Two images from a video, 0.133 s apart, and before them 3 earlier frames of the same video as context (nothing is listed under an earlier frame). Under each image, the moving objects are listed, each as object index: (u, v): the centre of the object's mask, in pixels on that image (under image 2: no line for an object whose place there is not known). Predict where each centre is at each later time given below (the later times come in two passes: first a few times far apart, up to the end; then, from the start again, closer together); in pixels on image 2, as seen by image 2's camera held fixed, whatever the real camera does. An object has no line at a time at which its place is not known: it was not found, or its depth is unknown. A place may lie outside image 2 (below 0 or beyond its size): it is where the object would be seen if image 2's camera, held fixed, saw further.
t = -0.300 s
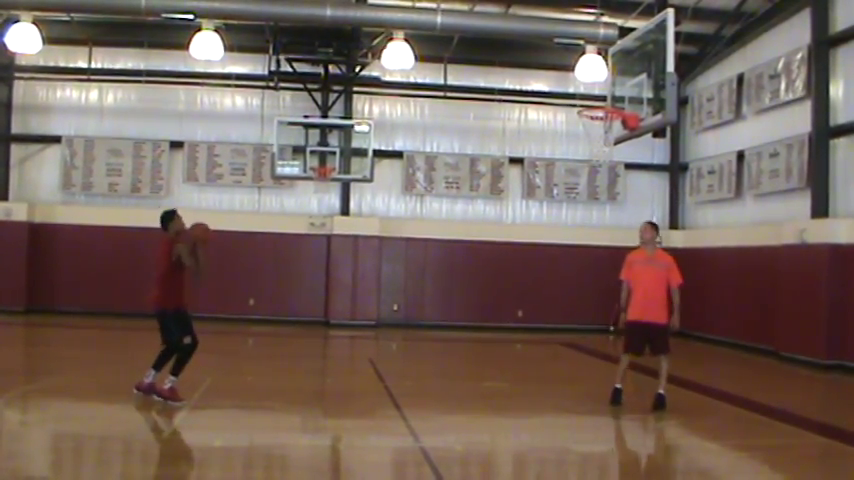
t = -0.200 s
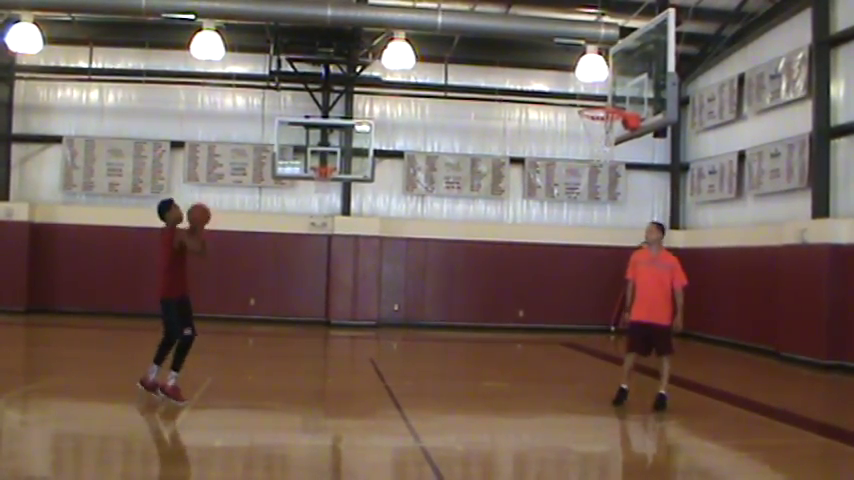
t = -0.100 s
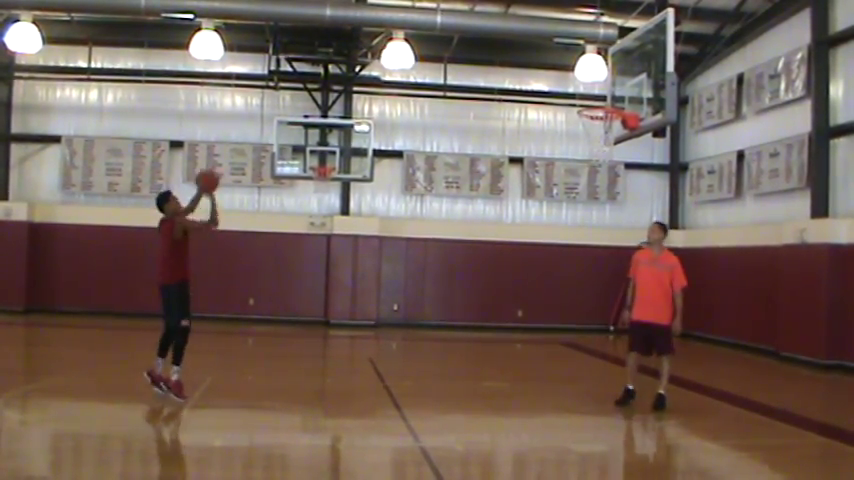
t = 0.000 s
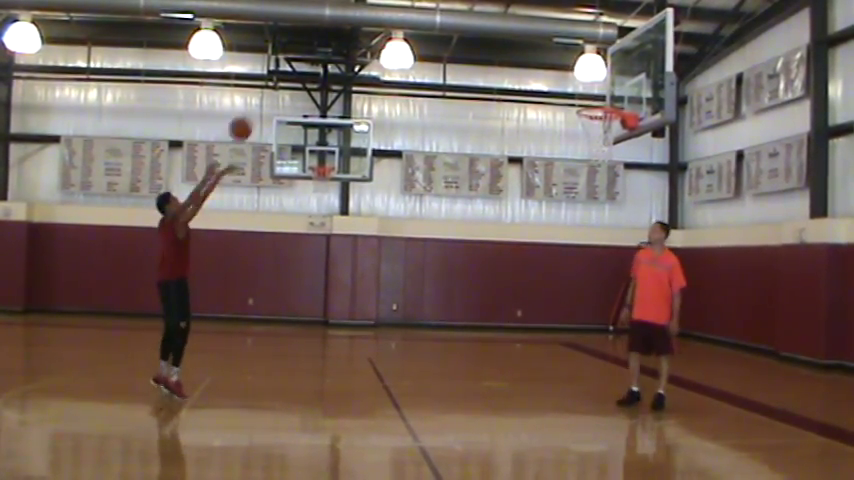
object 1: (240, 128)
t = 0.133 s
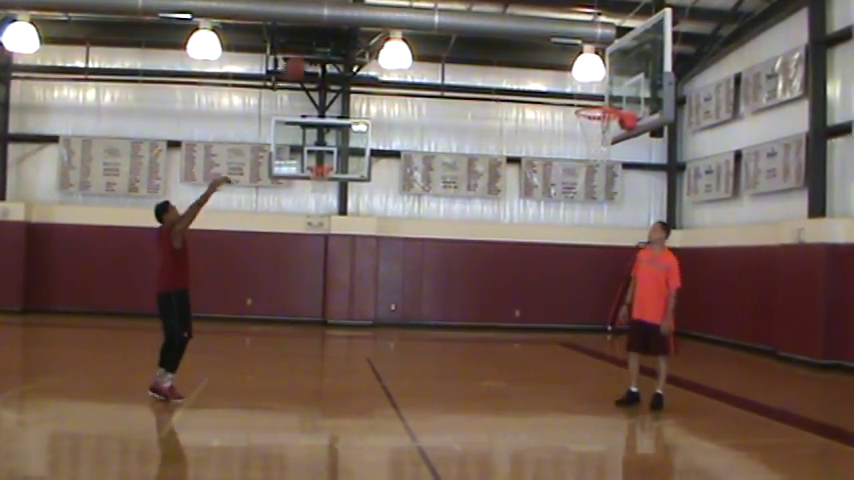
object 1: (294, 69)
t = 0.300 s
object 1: (361, 21)
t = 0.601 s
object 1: (475, 7)
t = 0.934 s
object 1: (593, 86)
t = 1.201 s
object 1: (570, 100)
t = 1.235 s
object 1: (564, 103)
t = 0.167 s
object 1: (308, 56)
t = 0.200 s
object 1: (321, 45)
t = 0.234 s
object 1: (335, 36)
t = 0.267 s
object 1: (347, 29)
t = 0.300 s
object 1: (361, 21)
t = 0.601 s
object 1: (475, 7)
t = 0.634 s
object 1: (487, 8)
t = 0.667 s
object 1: (499, 11)
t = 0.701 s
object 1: (511, 18)
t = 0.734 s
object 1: (523, 24)
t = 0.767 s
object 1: (536, 30)
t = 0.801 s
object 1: (547, 39)
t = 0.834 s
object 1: (557, 47)
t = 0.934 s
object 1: (593, 86)
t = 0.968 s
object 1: (605, 97)
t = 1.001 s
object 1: (608, 102)
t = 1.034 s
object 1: (603, 99)
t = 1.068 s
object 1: (595, 97)
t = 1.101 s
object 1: (589, 97)
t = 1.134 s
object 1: (582, 97)
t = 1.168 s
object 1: (576, 98)
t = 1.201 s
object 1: (570, 100)
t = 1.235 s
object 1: (564, 103)
